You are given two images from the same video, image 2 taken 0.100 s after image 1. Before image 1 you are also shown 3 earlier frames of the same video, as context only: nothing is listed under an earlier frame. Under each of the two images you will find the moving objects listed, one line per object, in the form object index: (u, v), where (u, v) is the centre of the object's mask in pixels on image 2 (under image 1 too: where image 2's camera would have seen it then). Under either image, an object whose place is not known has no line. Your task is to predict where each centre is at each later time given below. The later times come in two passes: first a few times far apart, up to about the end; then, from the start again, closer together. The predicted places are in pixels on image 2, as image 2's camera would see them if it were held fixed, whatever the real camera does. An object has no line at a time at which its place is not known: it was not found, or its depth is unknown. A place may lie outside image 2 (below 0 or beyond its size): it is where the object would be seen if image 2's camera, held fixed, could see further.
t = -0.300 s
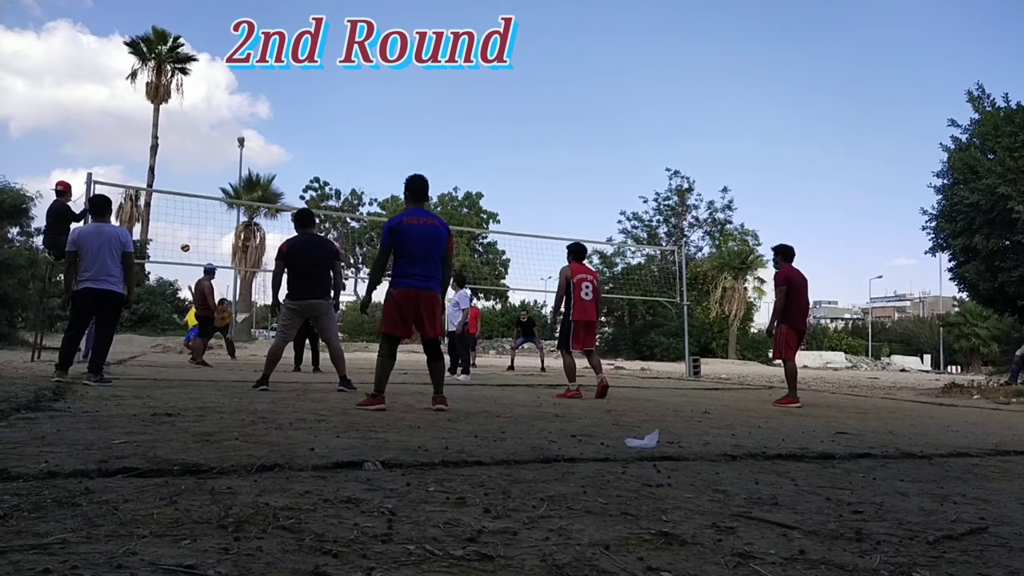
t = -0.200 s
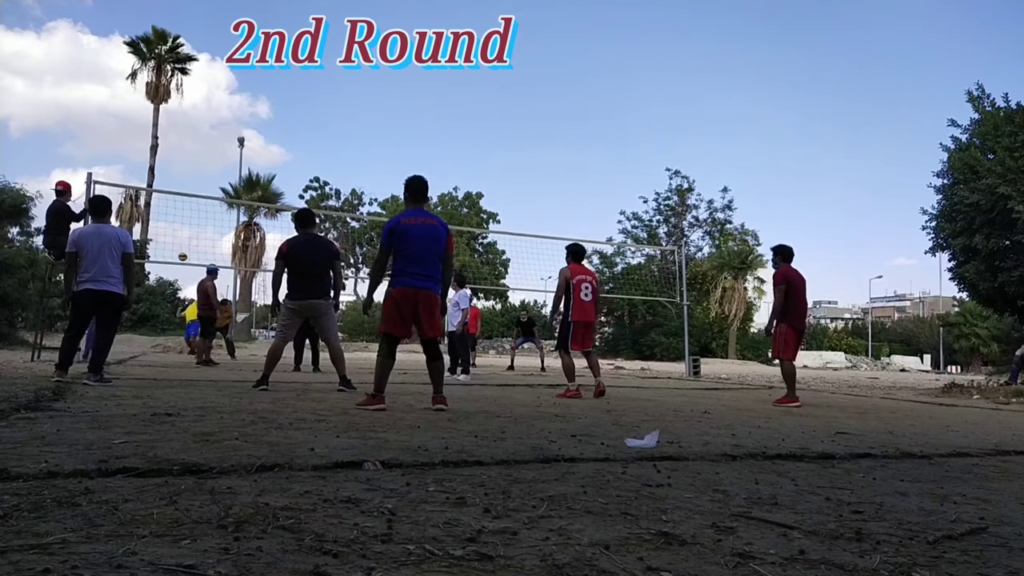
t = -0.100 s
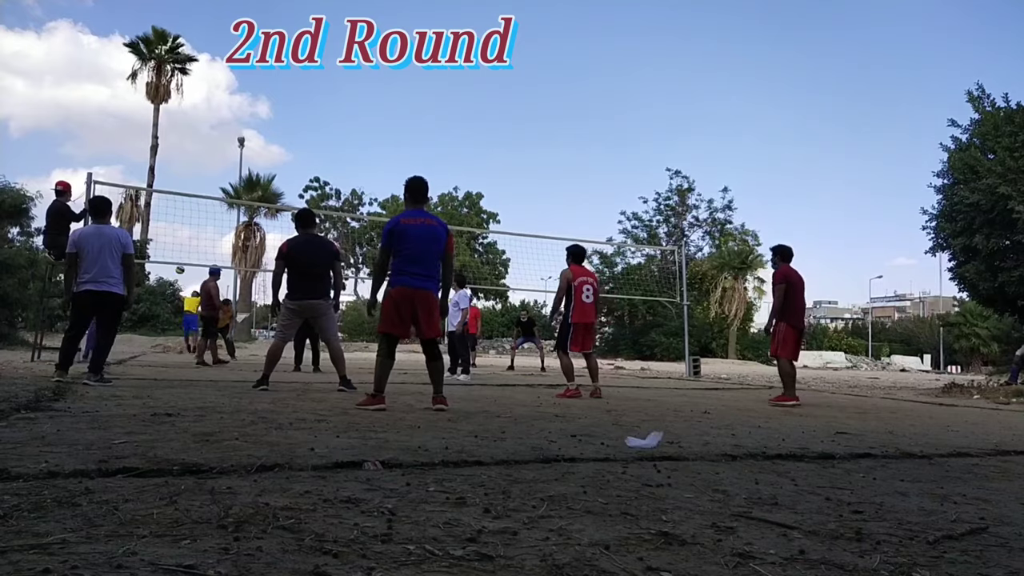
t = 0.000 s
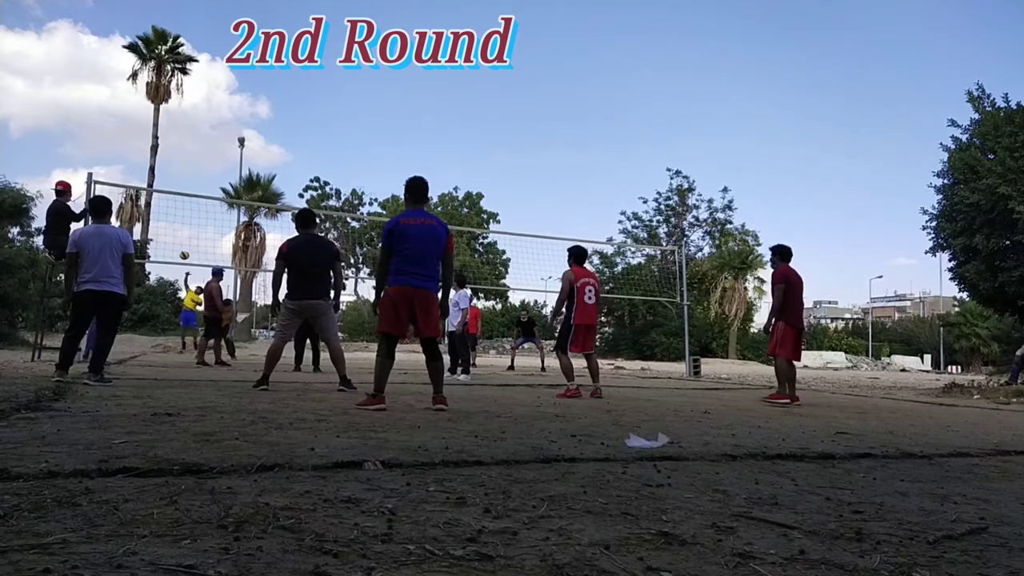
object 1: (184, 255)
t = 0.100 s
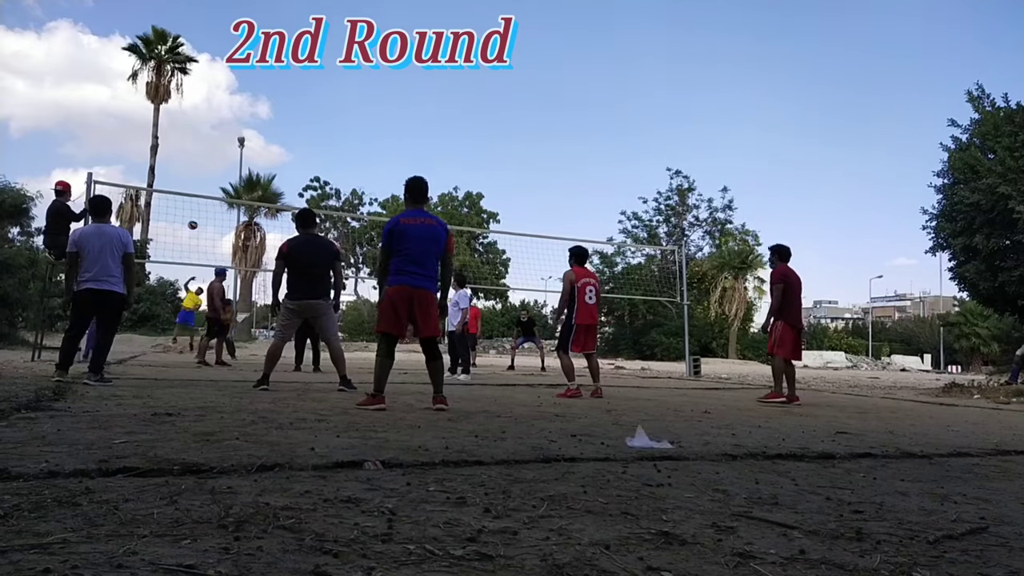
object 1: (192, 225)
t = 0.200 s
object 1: (201, 197)
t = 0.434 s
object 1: (224, 139)
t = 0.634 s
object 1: (247, 103)
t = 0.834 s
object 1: (276, 86)
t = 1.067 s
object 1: (323, 105)
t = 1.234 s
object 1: (369, 164)
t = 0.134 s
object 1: (195, 215)
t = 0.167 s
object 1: (198, 206)
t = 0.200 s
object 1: (201, 197)
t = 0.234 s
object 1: (204, 187)
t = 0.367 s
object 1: (217, 154)
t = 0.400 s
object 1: (220, 147)
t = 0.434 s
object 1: (224, 139)
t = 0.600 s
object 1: (243, 108)
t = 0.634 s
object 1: (247, 103)
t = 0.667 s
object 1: (252, 98)
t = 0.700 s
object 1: (256, 94)
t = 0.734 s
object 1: (261, 91)
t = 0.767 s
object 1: (266, 89)
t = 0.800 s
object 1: (271, 87)
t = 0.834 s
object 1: (276, 86)
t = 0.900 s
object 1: (288, 86)
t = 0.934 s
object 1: (294, 88)
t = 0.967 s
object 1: (301, 90)
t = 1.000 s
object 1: (308, 94)
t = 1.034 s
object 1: (315, 99)
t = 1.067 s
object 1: (323, 105)
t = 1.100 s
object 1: (331, 113)
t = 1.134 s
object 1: (339, 122)
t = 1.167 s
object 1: (348, 134)
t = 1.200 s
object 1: (358, 148)
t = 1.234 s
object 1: (369, 164)
